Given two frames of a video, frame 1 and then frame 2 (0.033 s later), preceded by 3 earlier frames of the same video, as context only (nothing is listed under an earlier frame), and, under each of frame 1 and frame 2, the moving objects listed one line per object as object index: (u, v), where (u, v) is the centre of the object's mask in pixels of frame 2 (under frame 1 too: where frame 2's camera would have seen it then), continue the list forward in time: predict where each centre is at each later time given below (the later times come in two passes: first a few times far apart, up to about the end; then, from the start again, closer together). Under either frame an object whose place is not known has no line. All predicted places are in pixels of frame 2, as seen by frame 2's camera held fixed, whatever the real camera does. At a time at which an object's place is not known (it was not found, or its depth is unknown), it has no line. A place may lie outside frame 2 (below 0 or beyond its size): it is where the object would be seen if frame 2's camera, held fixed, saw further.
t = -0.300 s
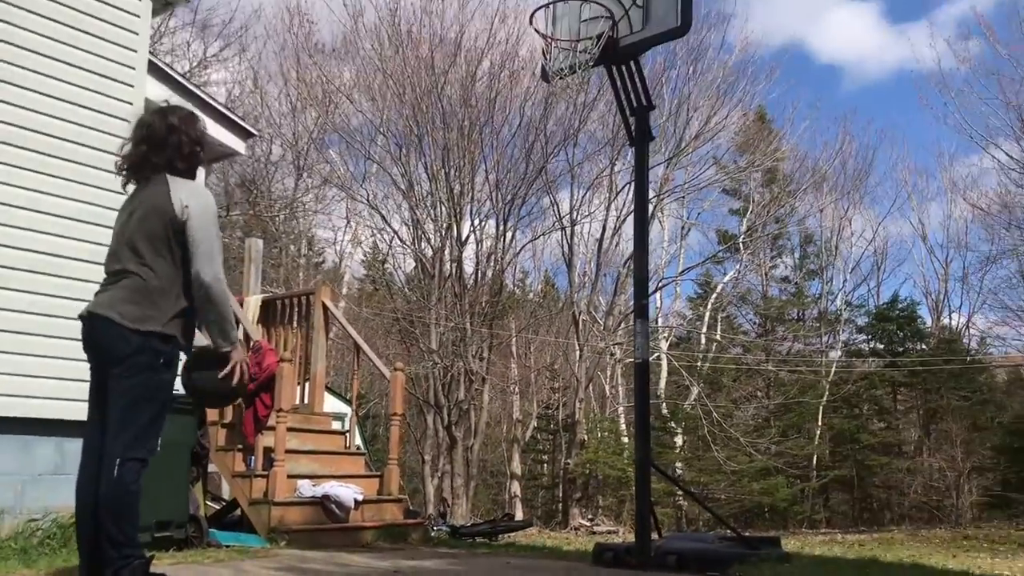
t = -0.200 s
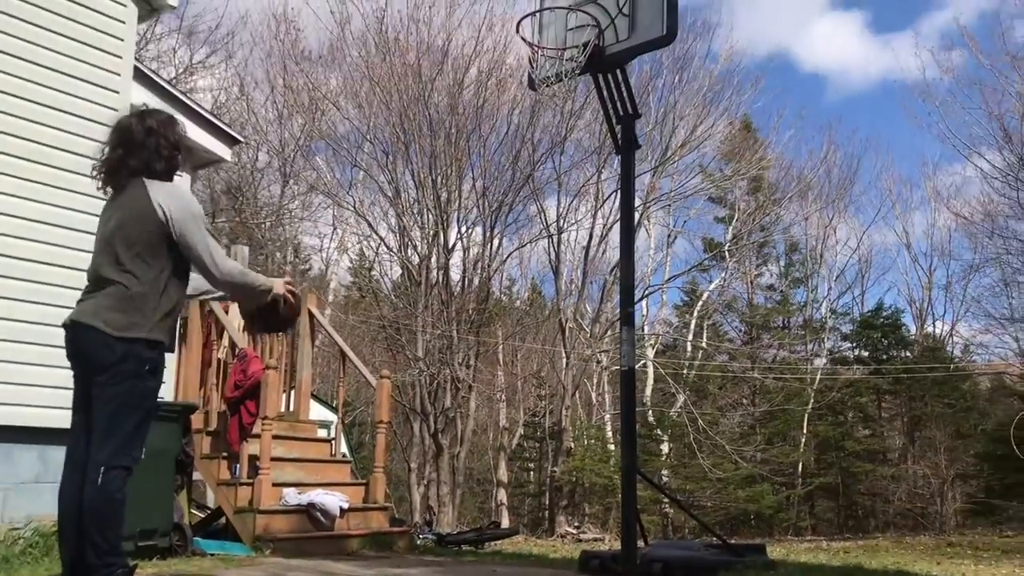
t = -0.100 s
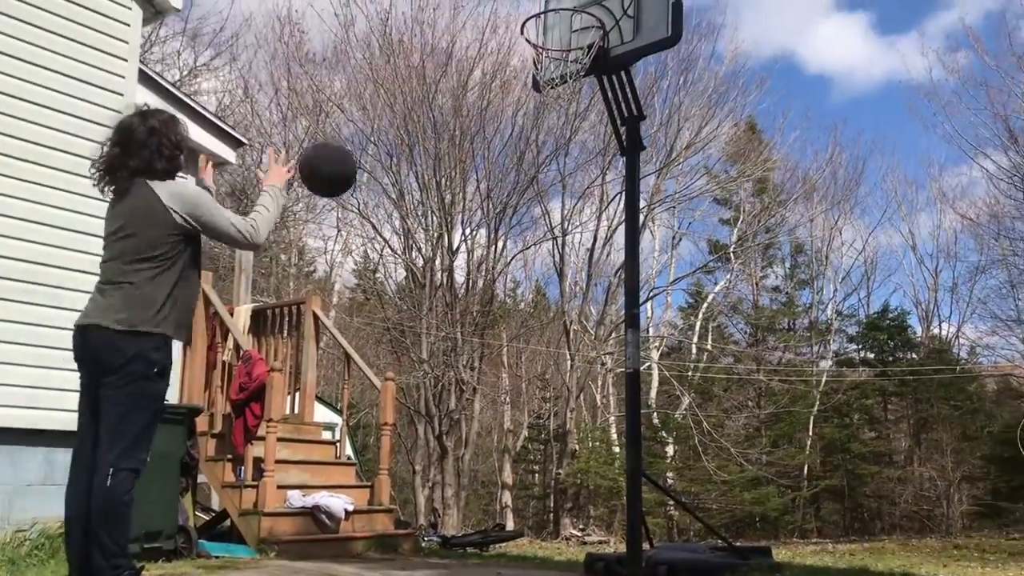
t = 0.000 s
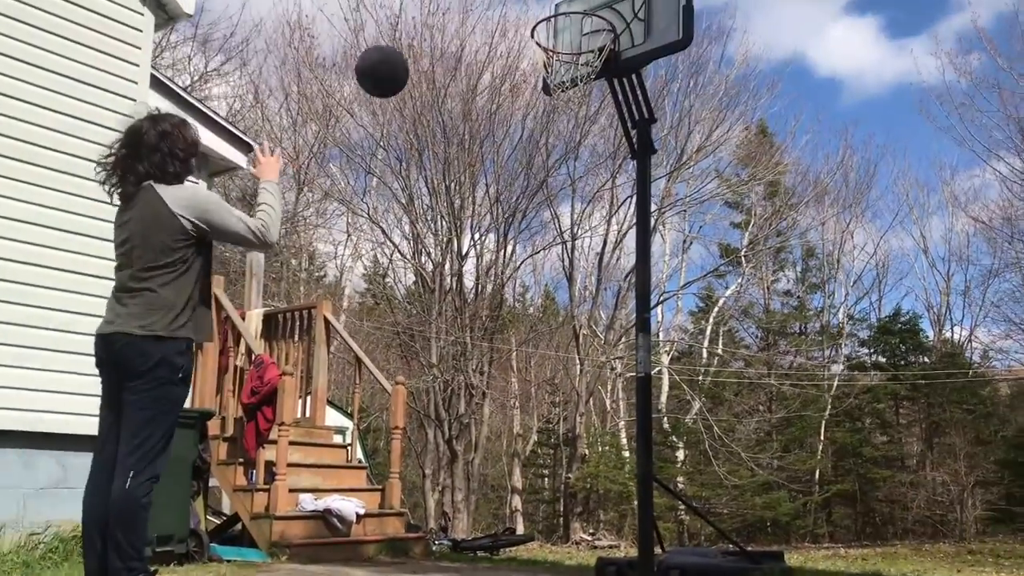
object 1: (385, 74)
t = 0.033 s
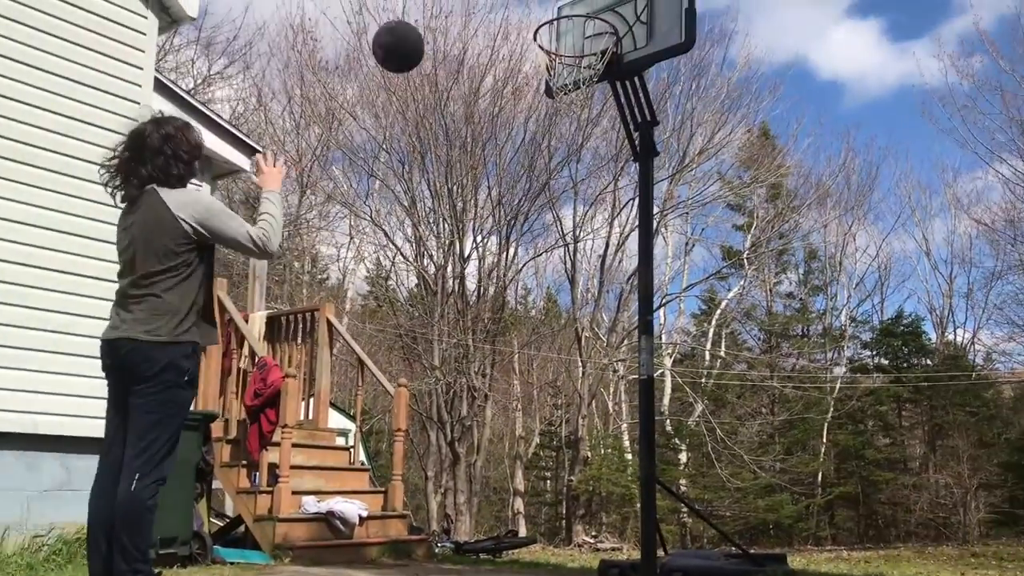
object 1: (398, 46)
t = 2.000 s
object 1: (578, 102)
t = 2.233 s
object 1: (578, 105)
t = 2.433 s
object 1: (577, 152)
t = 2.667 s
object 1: (576, 295)
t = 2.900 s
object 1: (581, 562)
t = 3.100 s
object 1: (593, 394)
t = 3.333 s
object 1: (609, 270)
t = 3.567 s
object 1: (623, 246)
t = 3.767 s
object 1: (642, 313)
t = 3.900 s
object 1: (657, 408)
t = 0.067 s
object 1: (410, 21)
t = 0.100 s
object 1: (422, 6)
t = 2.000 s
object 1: (578, 102)
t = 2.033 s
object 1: (578, 103)
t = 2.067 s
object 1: (578, 102)
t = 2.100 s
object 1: (579, 100)
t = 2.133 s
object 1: (579, 101)
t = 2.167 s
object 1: (579, 104)
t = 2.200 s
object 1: (579, 104)
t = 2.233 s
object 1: (578, 105)
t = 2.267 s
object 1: (577, 109)
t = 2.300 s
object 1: (577, 117)
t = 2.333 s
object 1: (577, 121)
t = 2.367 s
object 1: (577, 129)
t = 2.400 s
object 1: (577, 140)
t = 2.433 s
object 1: (577, 152)
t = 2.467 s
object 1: (577, 166)
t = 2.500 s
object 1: (577, 182)
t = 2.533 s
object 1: (577, 200)
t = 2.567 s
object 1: (577, 220)
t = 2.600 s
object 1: (577, 243)
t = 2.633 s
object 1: (577, 268)
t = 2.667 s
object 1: (576, 295)
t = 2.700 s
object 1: (577, 324)
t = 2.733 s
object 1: (577, 356)
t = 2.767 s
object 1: (578, 391)
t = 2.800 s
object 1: (578, 429)
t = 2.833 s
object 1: (579, 470)
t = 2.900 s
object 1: (581, 562)
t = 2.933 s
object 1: (582, 550)
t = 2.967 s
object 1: (584, 514)
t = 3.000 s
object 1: (587, 480)
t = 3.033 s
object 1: (589, 449)
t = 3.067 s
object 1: (590, 420)
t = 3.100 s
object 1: (593, 394)
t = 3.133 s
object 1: (595, 370)
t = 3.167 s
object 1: (597, 348)
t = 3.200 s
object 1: (599, 328)
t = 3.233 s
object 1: (601, 310)
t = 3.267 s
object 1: (604, 295)
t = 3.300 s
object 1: (606, 281)
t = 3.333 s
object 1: (609, 270)
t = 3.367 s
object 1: (611, 260)
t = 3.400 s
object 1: (613, 252)
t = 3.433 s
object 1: (615, 247)
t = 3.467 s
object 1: (617, 244)
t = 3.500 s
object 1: (619, 243)
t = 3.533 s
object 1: (622, 243)
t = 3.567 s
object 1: (623, 246)
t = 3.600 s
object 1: (627, 252)
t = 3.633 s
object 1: (630, 259)
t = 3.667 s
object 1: (634, 269)
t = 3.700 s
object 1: (637, 281)
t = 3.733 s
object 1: (639, 294)
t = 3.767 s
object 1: (642, 313)
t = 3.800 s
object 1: (646, 332)
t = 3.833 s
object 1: (649, 355)
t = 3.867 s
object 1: (653, 380)
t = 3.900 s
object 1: (657, 408)
